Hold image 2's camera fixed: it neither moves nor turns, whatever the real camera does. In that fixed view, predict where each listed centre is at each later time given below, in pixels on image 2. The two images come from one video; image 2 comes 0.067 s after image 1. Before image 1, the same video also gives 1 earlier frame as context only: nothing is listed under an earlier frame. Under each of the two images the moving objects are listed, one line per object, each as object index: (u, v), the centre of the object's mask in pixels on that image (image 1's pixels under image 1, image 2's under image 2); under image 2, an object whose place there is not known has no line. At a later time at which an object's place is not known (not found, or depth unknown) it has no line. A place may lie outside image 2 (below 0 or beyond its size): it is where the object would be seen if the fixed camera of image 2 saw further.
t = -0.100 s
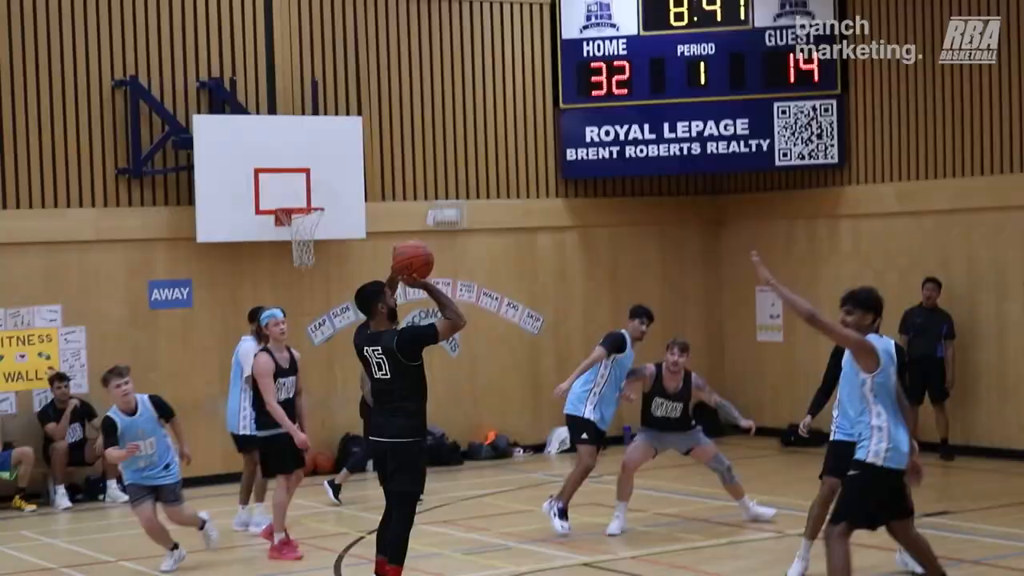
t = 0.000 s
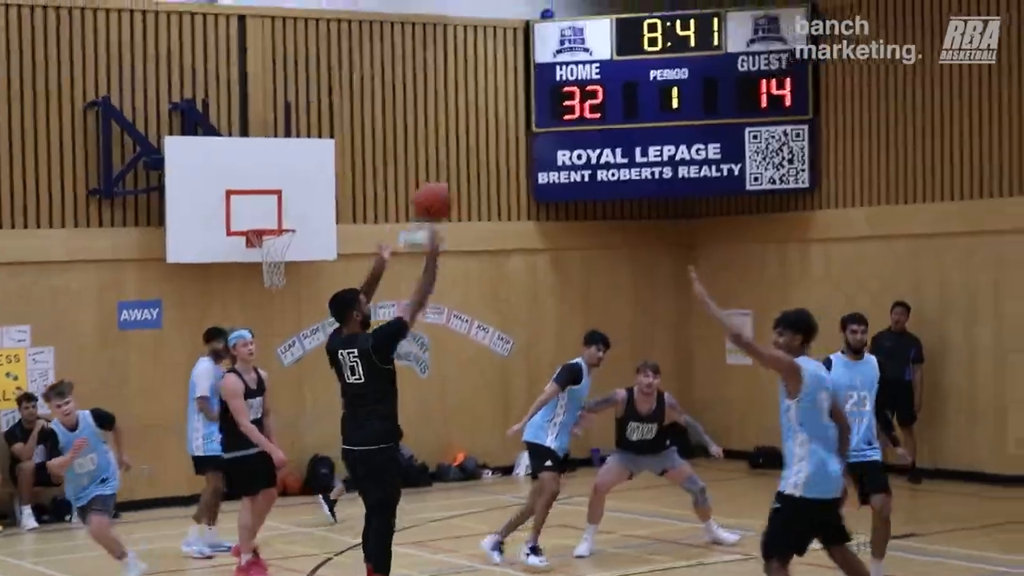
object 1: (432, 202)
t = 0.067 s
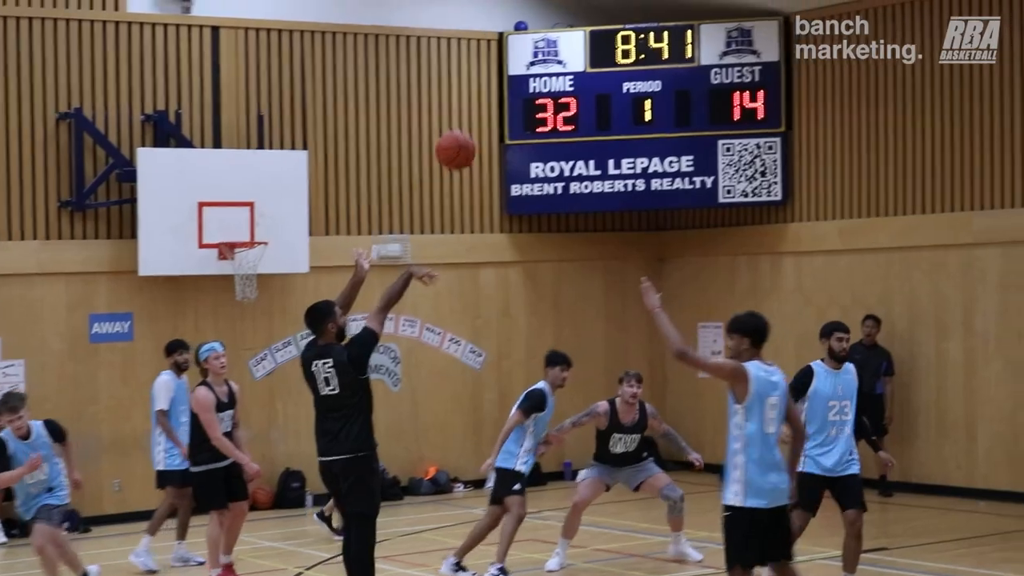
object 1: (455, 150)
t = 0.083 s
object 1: (468, 135)
